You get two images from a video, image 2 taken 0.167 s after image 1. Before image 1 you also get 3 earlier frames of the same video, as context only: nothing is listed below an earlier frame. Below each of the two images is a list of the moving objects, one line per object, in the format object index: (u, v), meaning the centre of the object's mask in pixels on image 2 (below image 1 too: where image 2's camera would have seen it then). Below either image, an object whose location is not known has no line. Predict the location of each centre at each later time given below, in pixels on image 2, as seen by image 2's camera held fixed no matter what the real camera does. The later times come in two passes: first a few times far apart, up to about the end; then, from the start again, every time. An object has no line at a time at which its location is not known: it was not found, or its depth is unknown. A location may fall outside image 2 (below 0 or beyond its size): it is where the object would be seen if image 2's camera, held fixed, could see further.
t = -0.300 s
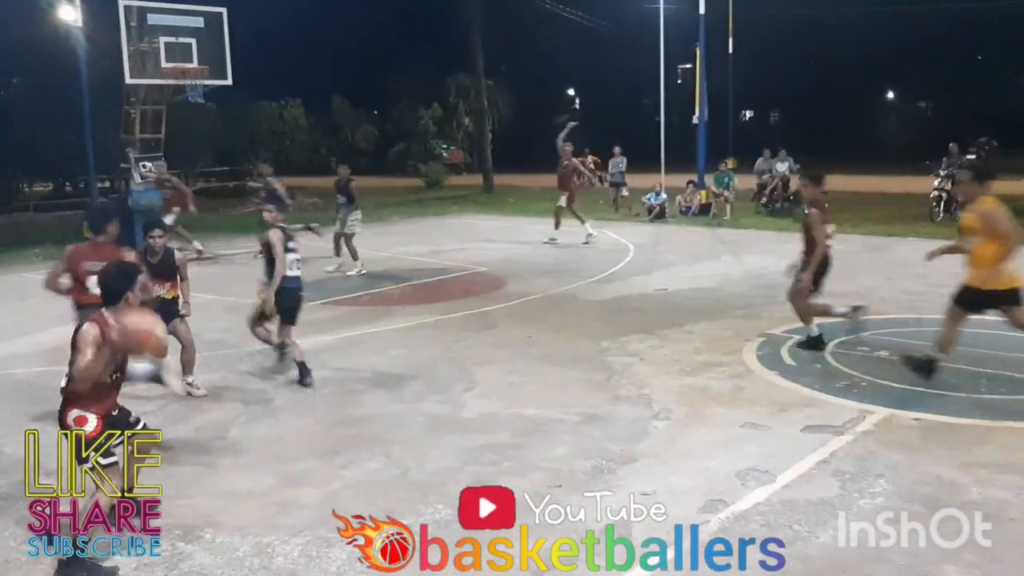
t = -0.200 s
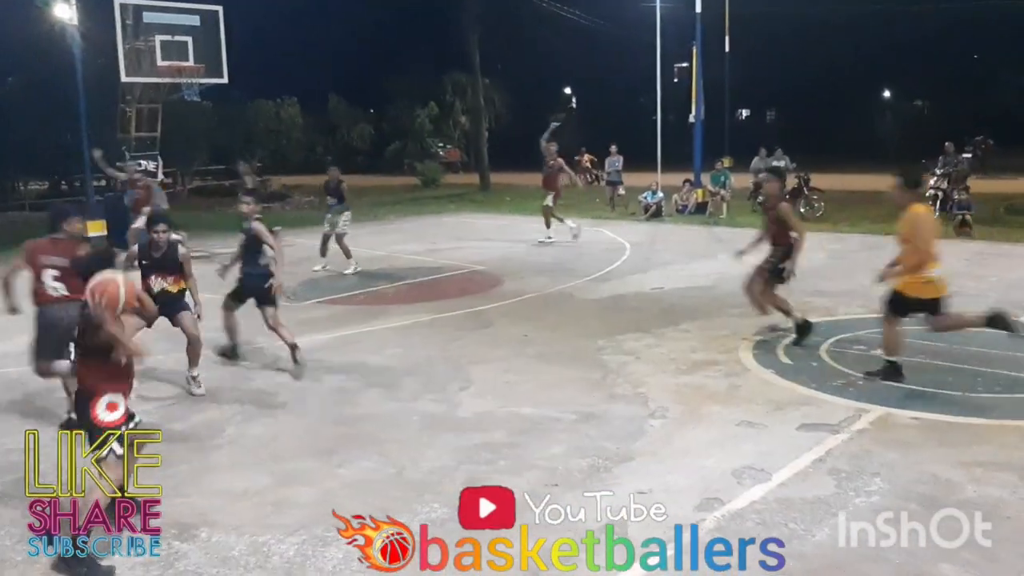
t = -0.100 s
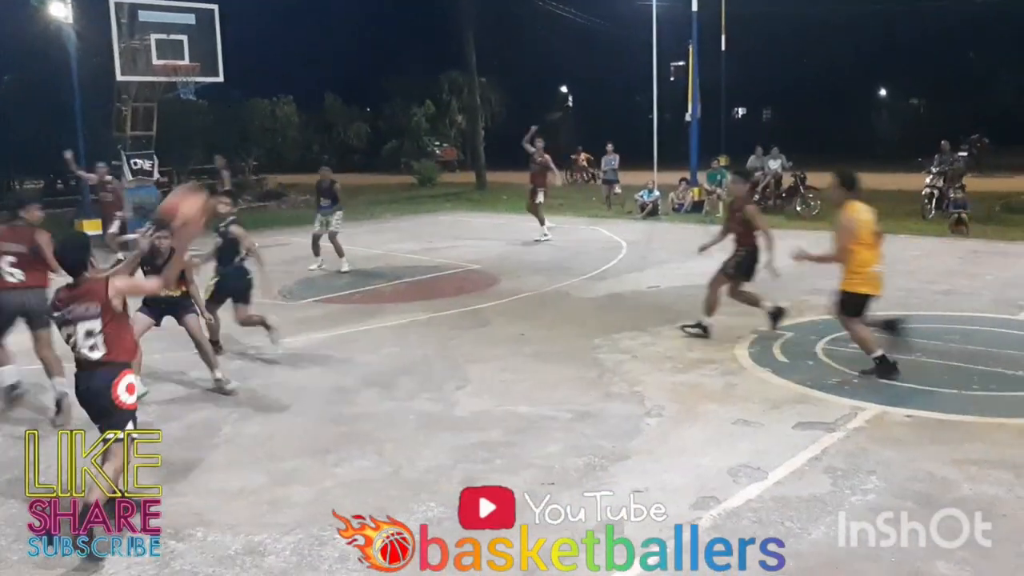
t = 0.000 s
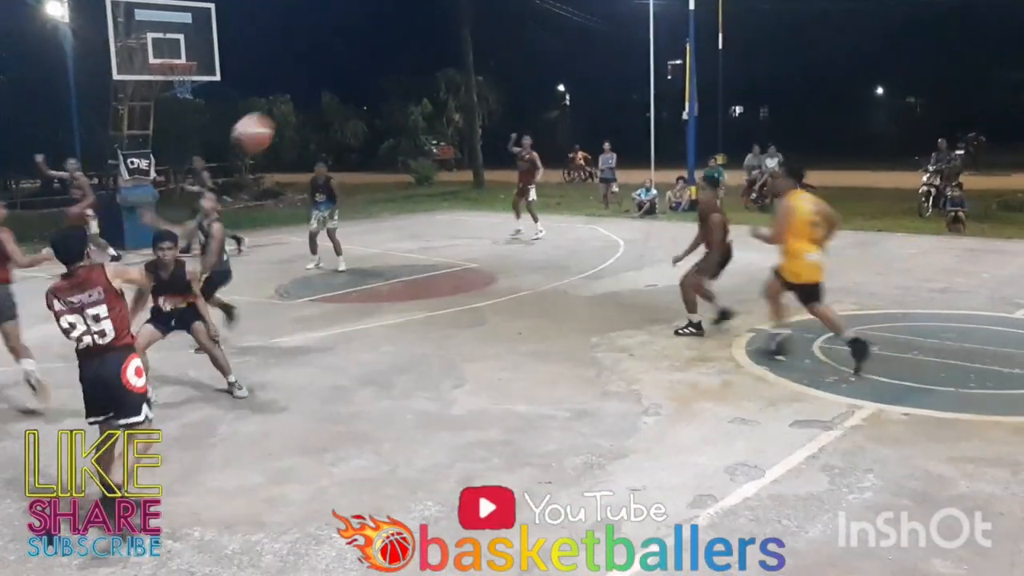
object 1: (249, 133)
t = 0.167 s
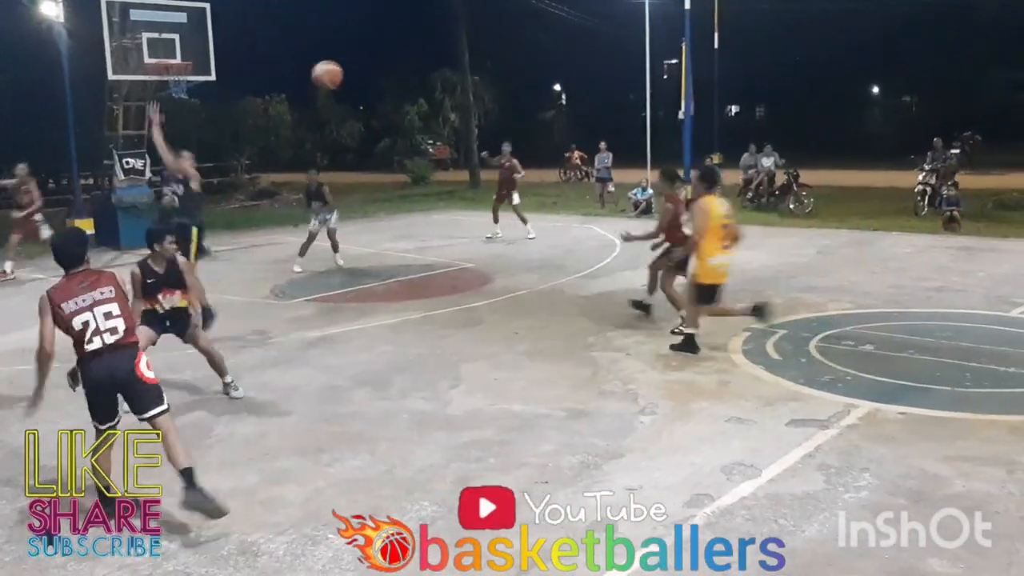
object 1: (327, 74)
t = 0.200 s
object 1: (339, 69)
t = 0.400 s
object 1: (394, 65)
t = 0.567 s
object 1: (426, 84)
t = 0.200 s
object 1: (339, 69)
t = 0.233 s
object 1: (350, 66)
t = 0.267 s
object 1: (360, 64)
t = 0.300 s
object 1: (369, 63)
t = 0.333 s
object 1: (378, 62)
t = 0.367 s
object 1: (386, 63)
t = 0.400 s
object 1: (394, 65)
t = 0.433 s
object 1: (401, 67)
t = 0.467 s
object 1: (408, 71)
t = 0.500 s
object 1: (414, 74)
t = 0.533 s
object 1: (420, 79)
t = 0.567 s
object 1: (426, 84)
